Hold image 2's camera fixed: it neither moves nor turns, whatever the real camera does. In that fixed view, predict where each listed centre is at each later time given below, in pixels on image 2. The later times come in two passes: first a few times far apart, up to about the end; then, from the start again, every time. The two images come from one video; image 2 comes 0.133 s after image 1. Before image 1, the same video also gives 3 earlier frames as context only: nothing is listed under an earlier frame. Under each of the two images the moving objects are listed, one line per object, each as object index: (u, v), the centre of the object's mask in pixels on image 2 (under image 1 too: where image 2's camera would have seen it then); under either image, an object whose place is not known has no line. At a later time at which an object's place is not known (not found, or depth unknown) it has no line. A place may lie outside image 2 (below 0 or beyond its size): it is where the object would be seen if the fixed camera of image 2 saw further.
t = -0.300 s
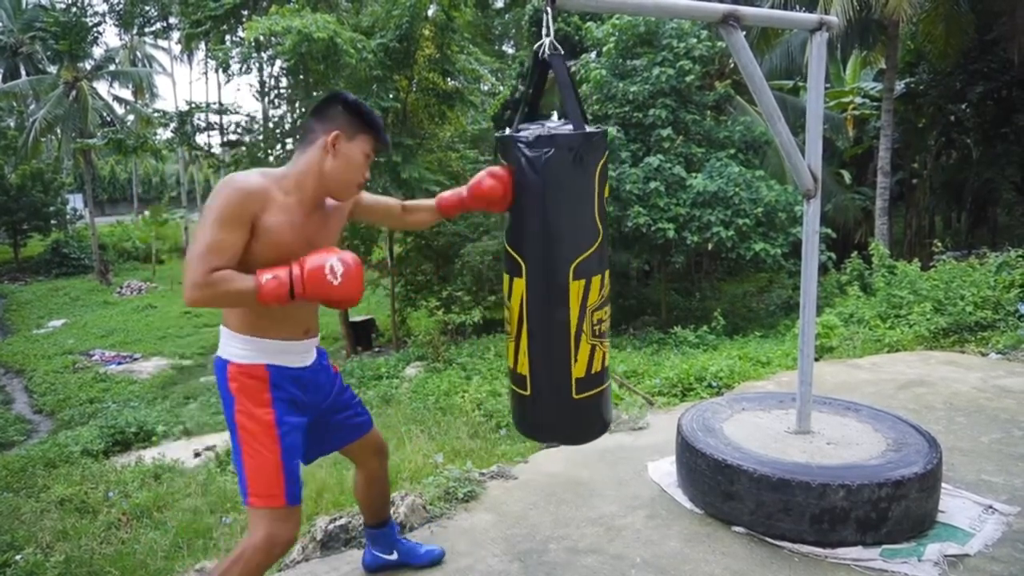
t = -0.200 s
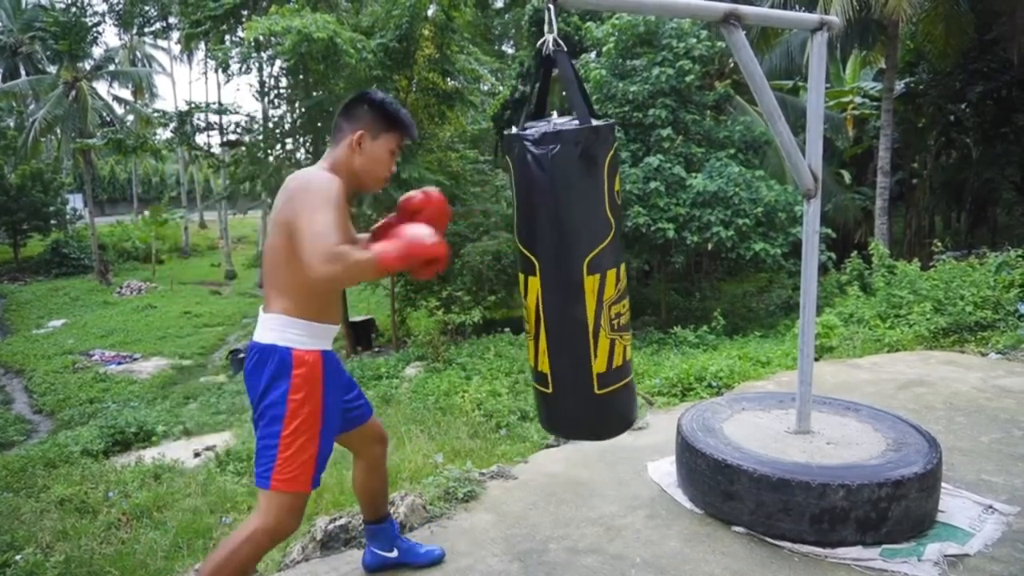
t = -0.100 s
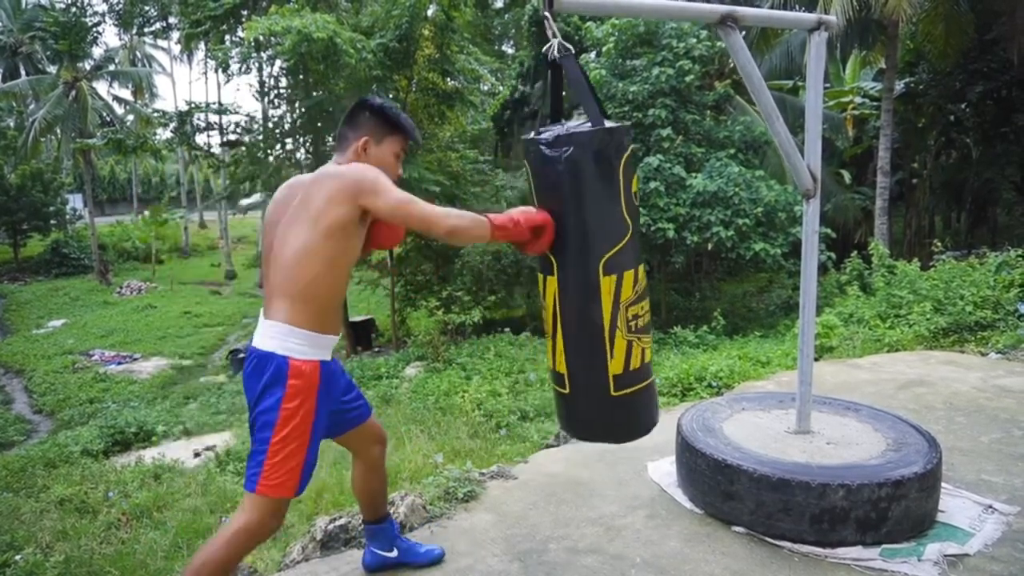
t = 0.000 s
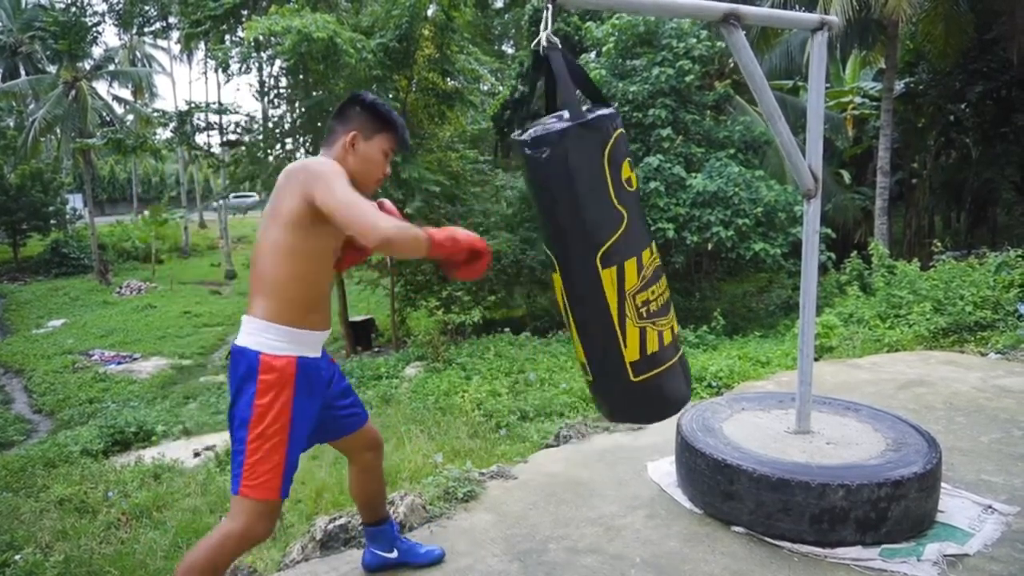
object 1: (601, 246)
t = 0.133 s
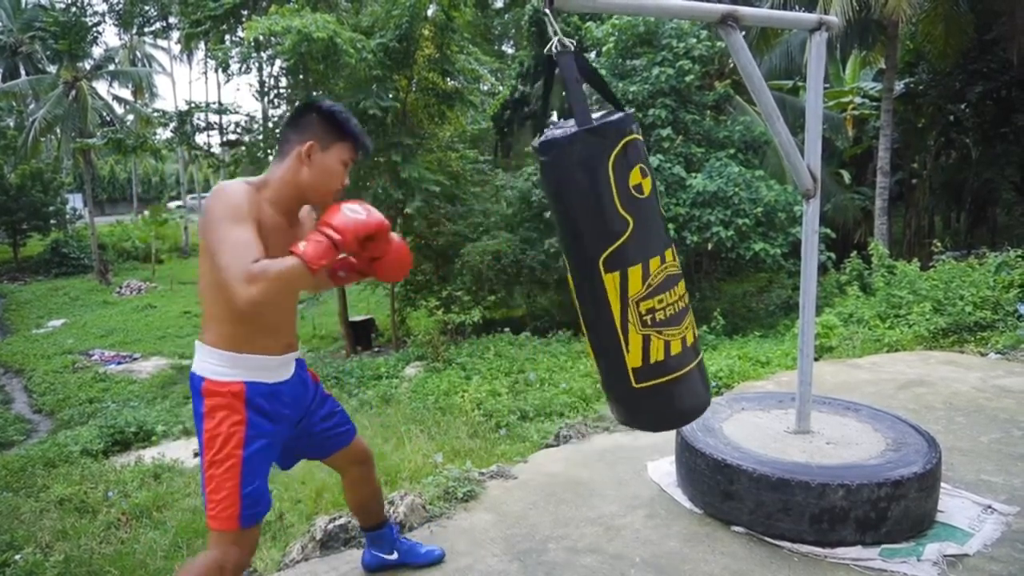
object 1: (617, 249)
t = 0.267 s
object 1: (612, 252)
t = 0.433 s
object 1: (589, 263)
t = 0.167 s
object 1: (618, 248)
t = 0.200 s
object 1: (616, 248)
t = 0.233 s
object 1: (613, 248)
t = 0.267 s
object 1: (612, 252)
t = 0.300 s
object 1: (609, 258)
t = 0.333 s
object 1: (606, 260)
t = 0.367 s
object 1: (602, 260)
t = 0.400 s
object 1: (594, 262)
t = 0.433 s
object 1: (589, 263)
